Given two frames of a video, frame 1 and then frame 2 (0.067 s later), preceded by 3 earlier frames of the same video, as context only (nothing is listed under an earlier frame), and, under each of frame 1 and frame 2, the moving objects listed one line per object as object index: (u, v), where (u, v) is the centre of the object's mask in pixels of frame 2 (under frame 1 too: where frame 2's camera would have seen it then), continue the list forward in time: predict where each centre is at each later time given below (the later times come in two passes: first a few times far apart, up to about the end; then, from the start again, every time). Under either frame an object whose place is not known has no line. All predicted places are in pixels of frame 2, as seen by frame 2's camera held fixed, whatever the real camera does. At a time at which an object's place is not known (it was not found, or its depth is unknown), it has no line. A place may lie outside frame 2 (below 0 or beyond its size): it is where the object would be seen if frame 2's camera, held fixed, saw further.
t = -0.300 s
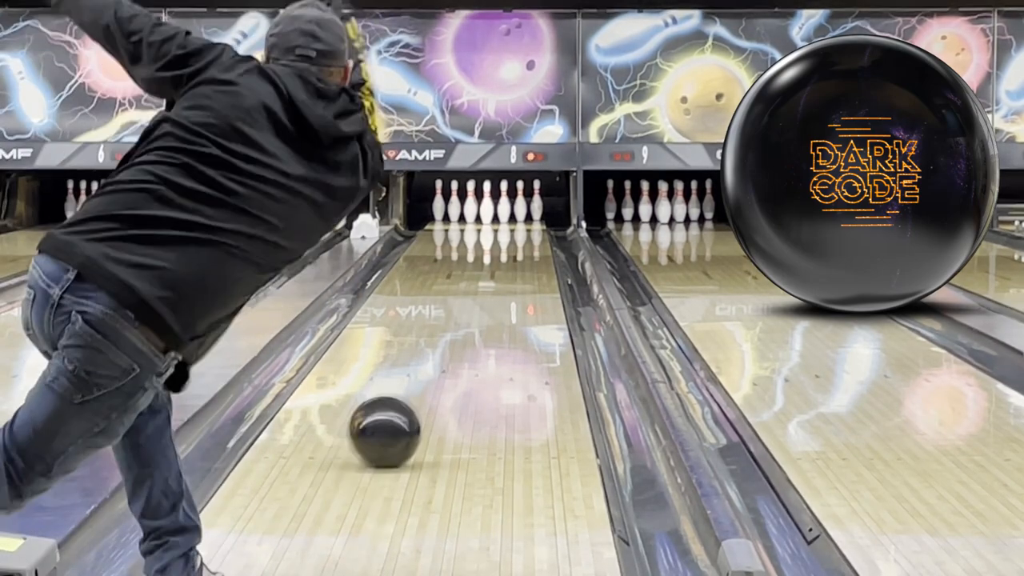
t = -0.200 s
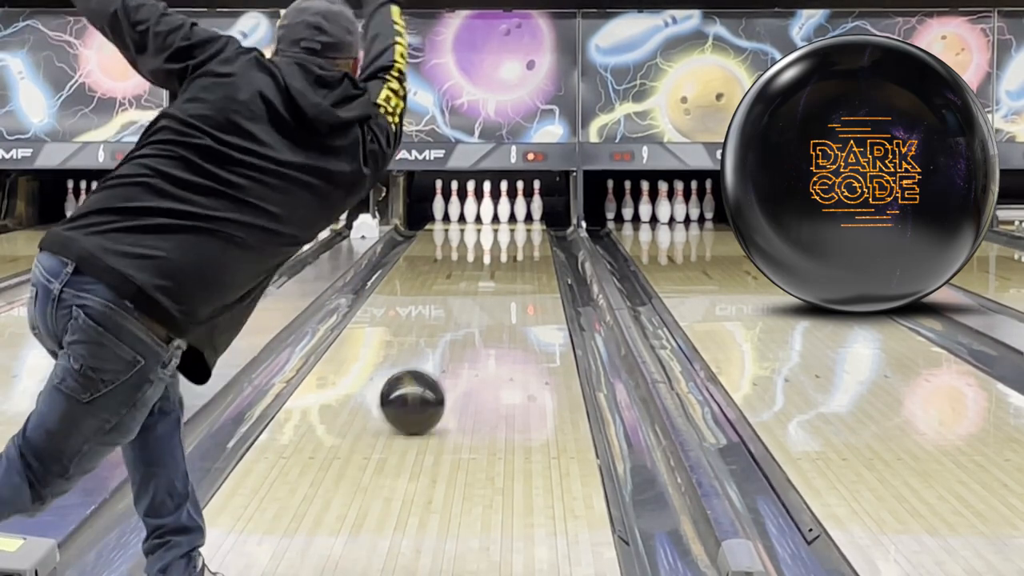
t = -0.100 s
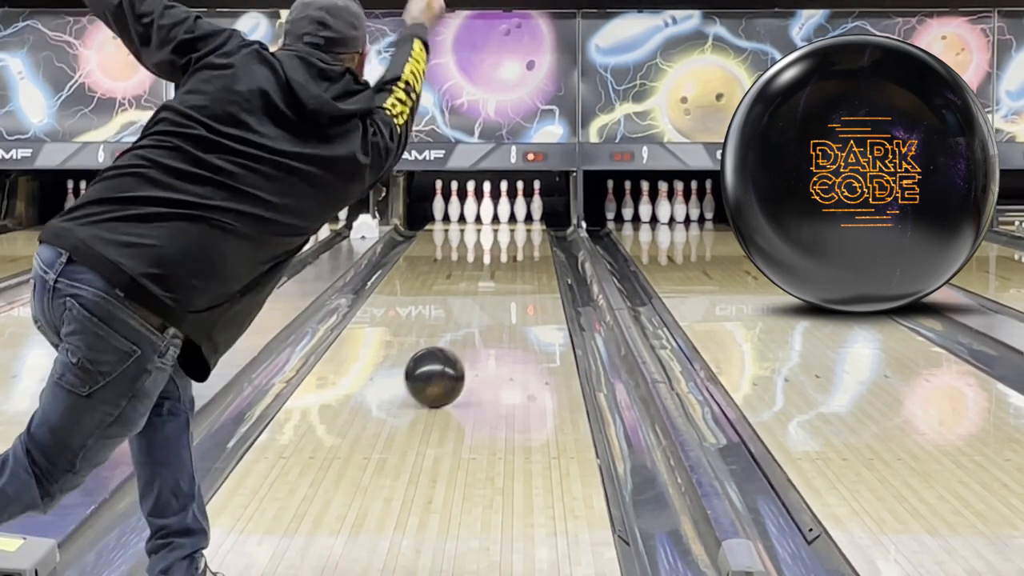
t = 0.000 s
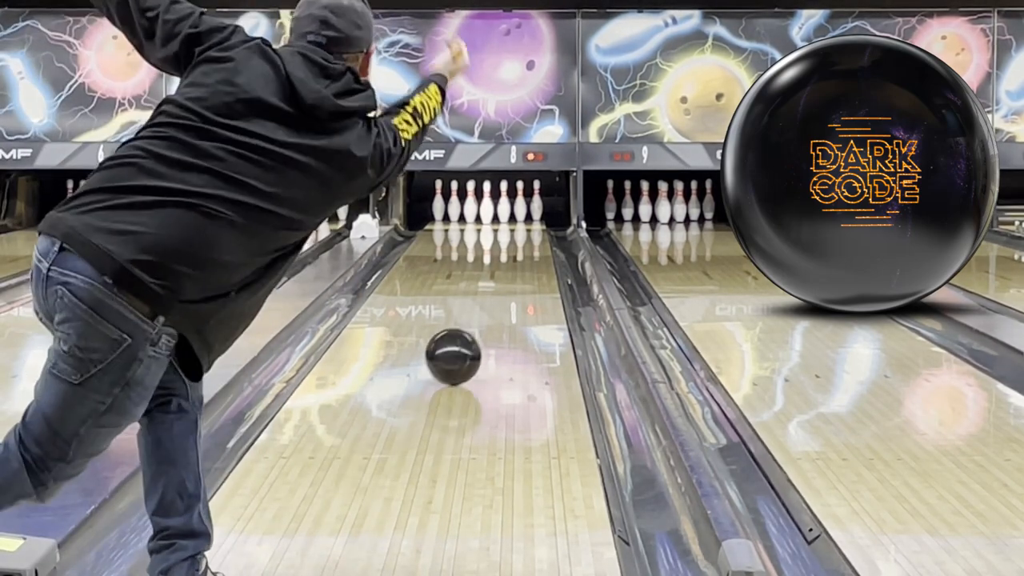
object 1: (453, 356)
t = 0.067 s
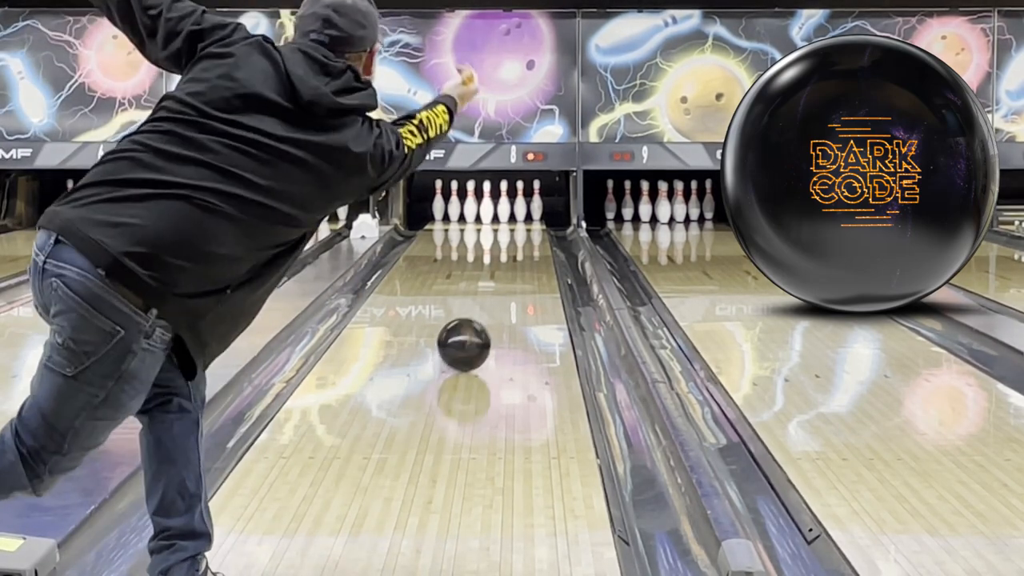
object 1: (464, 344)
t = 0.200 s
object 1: (482, 324)
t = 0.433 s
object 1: (506, 295)
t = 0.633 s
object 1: (520, 276)
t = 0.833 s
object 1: (531, 260)
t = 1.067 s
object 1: (538, 245)
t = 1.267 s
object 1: (538, 235)
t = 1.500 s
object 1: (529, 226)
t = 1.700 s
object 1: (515, 219)
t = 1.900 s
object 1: (496, 214)
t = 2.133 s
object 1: (480, 210)
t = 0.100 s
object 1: (468, 339)
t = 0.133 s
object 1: (473, 333)
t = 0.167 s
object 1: (478, 328)
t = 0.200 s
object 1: (482, 324)
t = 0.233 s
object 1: (486, 319)
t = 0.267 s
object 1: (489, 315)
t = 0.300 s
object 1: (493, 310)
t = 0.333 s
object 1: (496, 306)
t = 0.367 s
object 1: (500, 302)
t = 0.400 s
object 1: (503, 299)
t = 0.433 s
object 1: (506, 295)
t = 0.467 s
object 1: (508, 292)
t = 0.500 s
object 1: (511, 289)
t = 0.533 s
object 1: (514, 285)
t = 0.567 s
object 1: (516, 282)
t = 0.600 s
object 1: (518, 279)
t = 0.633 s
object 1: (520, 276)
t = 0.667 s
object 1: (522, 273)
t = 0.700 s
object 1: (524, 270)
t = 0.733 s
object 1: (526, 268)
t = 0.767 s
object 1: (528, 265)
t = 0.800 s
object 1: (529, 263)
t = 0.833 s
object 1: (531, 260)
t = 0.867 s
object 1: (532, 258)
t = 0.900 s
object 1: (533, 255)
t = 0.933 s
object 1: (534, 253)
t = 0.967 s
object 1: (536, 251)
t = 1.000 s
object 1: (537, 249)
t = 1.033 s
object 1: (537, 247)
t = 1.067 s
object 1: (538, 245)
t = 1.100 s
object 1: (538, 243)
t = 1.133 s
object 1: (538, 241)
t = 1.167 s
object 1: (539, 240)
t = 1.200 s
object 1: (539, 238)
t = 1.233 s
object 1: (539, 237)
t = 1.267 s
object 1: (538, 235)
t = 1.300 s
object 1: (537, 233)
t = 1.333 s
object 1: (536, 232)
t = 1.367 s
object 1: (535, 230)
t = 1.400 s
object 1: (534, 229)
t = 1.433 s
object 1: (533, 228)
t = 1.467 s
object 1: (531, 227)
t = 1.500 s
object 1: (529, 226)
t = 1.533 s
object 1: (527, 224)
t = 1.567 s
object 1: (525, 223)
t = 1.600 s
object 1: (522, 222)
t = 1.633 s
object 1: (520, 221)
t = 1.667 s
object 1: (517, 220)
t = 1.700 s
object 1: (515, 219)
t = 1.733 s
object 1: (511, 218)
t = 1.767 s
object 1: (508, 217)
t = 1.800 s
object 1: (505, 216)
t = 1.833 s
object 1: (502, 215)
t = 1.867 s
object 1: (499, 215)
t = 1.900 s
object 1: (496, 214)
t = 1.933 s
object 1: (493, 213)
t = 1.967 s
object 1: (491, 212)
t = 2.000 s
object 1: (490, 212)
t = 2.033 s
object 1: (489, 211)
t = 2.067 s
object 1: (485, 211)
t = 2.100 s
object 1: (484, 209)
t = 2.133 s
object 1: (480, 210)
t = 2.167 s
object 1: (475, 209)
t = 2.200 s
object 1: (475, 211)
